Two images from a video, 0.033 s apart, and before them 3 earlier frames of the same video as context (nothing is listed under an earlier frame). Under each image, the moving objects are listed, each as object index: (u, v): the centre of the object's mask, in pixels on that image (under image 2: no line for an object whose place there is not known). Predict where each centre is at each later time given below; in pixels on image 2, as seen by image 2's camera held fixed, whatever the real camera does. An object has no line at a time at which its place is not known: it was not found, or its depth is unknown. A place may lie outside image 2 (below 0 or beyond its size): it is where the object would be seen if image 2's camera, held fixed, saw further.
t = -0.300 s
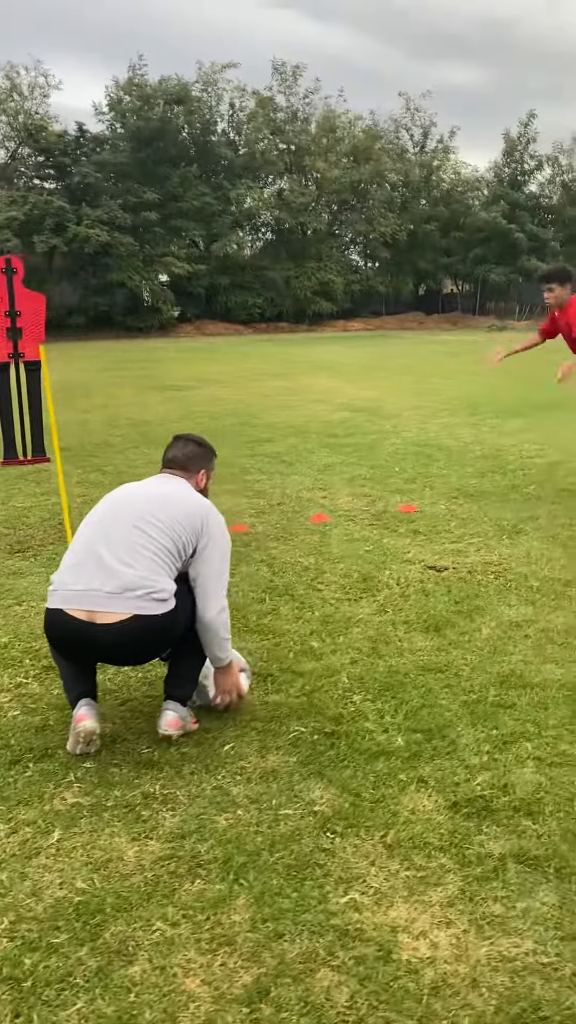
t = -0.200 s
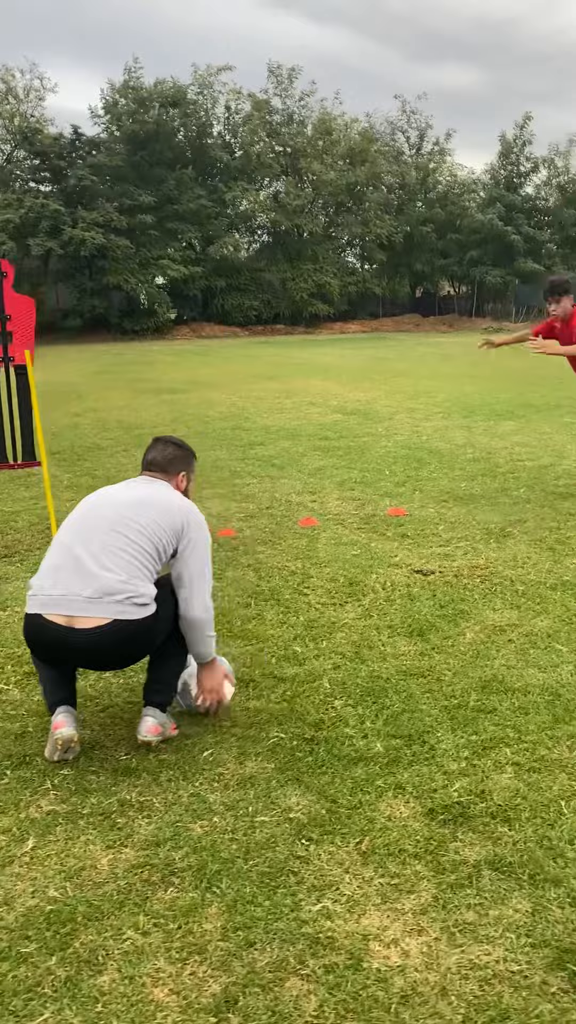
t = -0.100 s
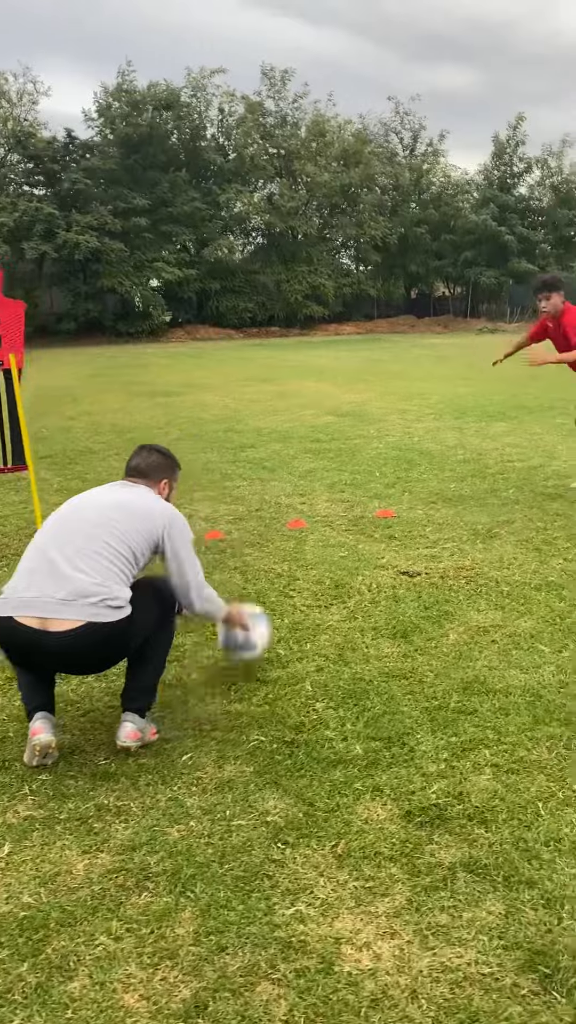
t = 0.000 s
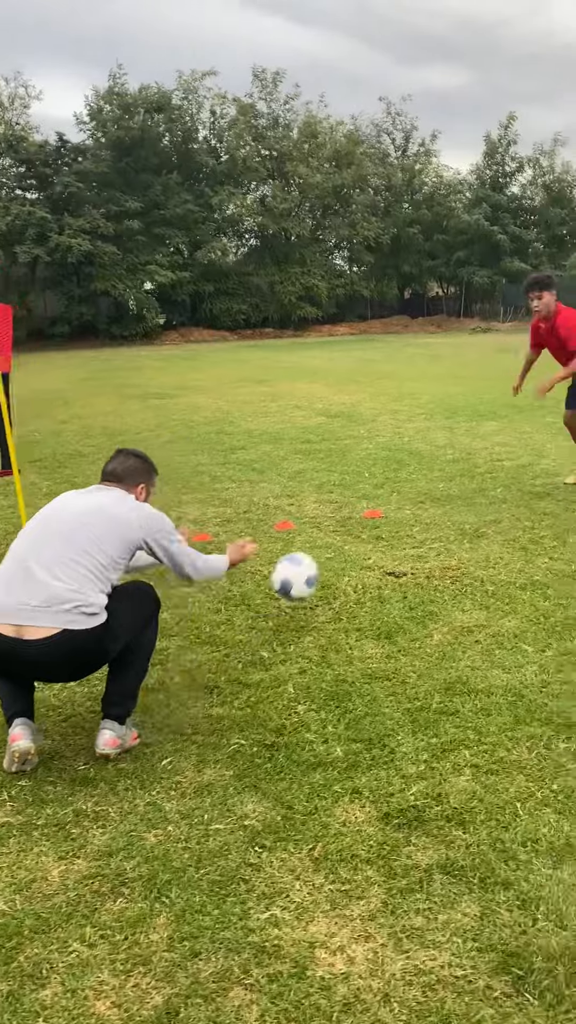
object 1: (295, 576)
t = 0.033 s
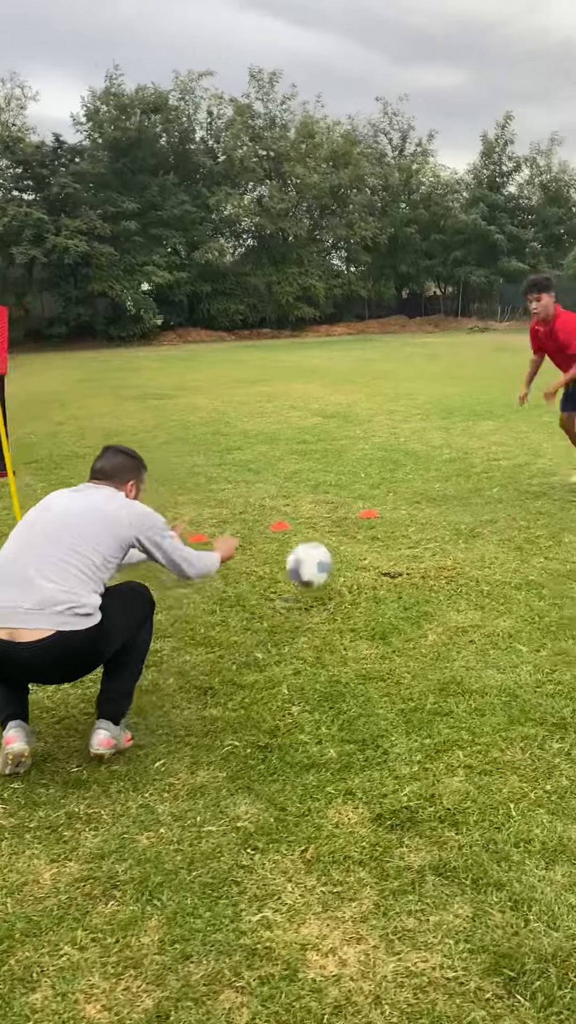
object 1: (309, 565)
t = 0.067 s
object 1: (327, 556)
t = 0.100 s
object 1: (343, 550)
